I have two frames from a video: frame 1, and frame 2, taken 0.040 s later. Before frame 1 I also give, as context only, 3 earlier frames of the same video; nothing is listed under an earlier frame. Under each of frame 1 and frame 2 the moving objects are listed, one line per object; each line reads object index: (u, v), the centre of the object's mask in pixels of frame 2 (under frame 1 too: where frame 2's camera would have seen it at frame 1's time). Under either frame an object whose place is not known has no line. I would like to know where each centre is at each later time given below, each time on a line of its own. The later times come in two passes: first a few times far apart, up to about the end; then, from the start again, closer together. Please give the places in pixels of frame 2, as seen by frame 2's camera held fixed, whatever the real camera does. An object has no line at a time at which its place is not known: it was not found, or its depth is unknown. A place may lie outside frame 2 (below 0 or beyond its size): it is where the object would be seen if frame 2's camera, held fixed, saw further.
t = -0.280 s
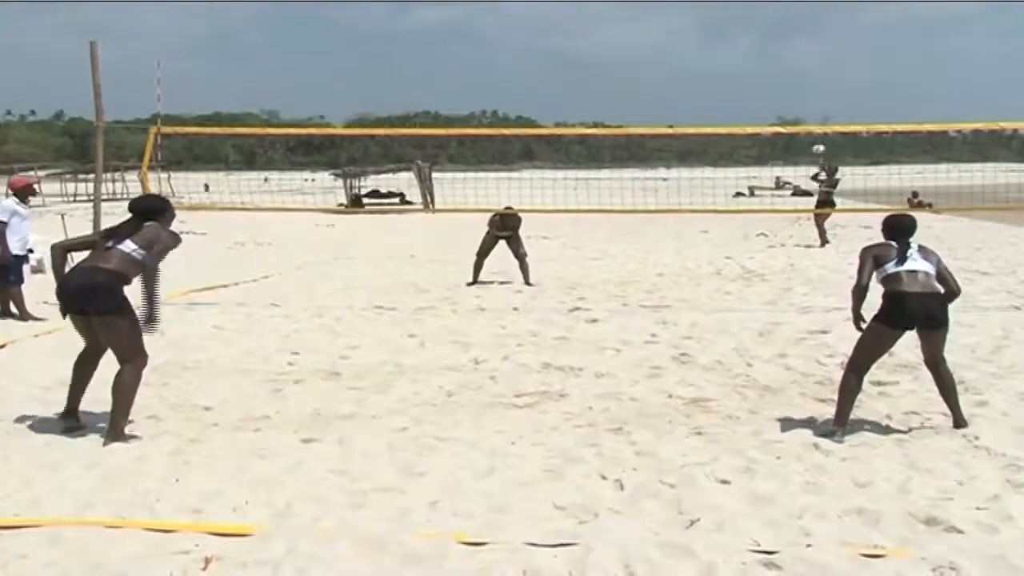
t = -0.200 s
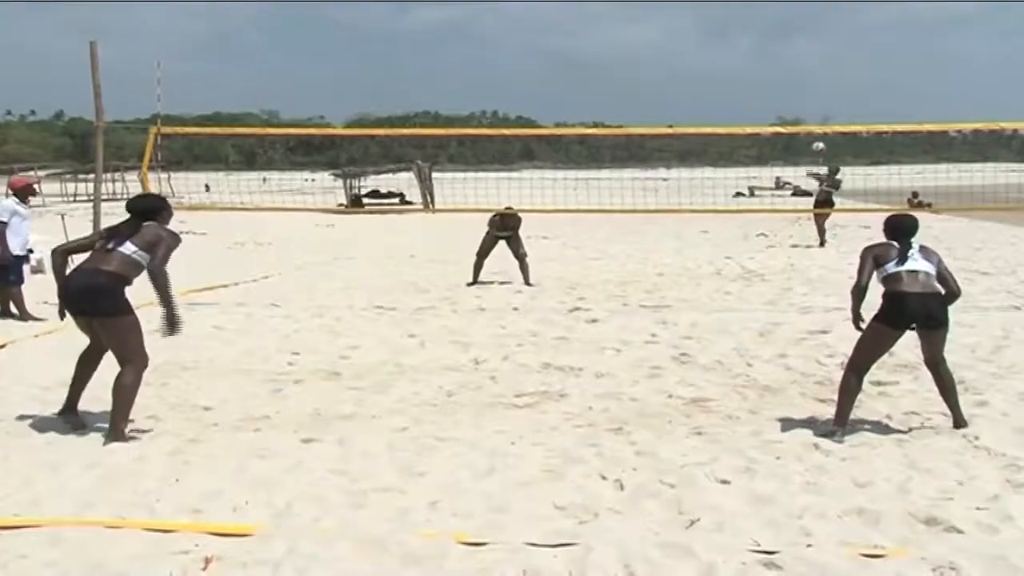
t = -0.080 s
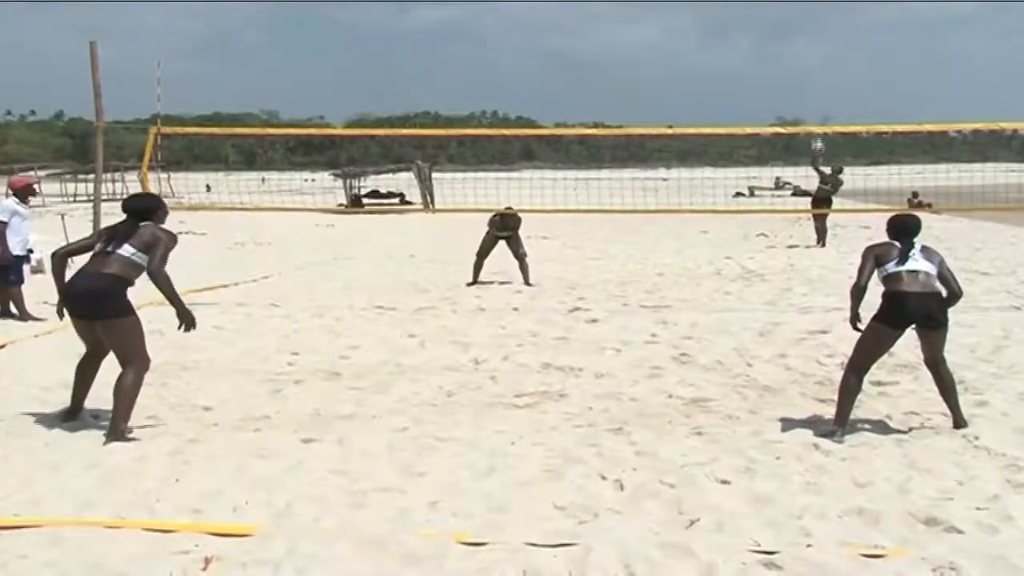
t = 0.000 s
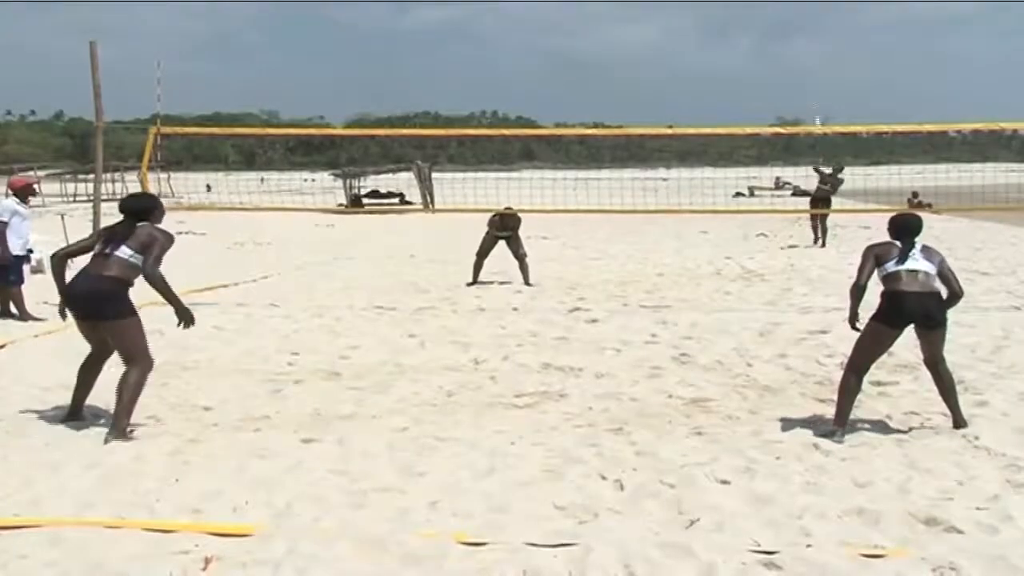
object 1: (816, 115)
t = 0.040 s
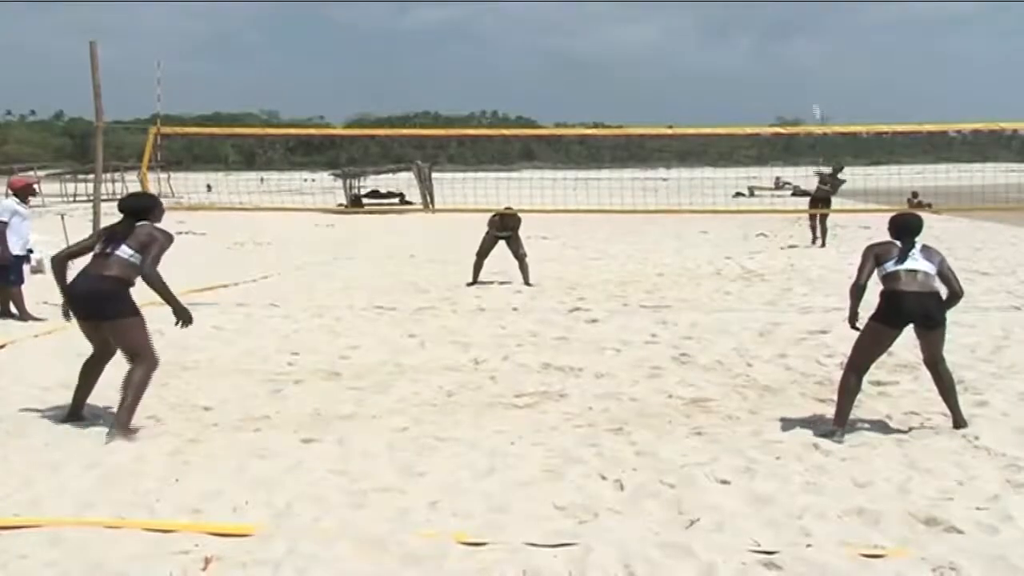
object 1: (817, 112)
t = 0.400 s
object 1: (796, 42)
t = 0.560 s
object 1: (773, 28)
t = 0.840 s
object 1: (701, 52)
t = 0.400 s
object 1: (796, 42)
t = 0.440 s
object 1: (791, 37)
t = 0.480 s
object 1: (785, 33)
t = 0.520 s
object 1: (780, 31)
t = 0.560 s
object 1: (773, 28)
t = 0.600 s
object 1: (765, 27)
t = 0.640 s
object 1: (757, 26)
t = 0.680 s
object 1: (748, 27)
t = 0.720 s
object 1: (737, 31)
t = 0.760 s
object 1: (726, 36)
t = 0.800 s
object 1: (712, 43)
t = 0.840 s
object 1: (701, 52)
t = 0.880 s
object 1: (684, 64)
